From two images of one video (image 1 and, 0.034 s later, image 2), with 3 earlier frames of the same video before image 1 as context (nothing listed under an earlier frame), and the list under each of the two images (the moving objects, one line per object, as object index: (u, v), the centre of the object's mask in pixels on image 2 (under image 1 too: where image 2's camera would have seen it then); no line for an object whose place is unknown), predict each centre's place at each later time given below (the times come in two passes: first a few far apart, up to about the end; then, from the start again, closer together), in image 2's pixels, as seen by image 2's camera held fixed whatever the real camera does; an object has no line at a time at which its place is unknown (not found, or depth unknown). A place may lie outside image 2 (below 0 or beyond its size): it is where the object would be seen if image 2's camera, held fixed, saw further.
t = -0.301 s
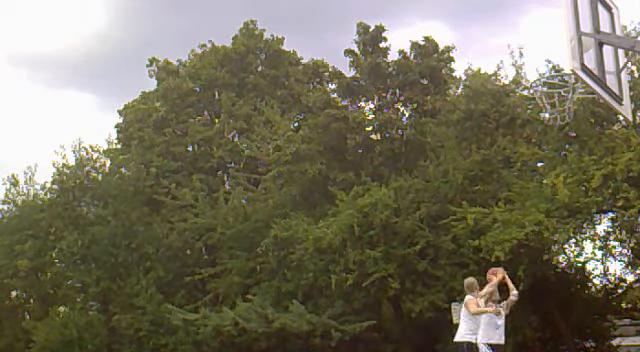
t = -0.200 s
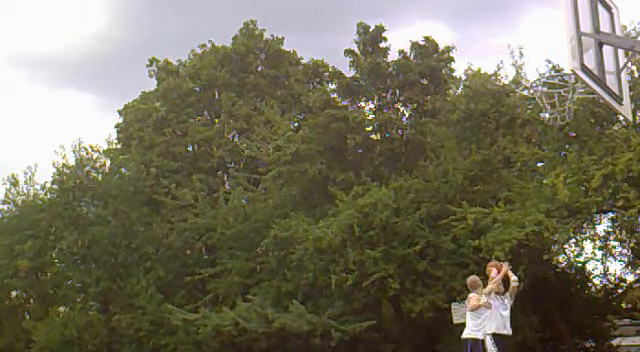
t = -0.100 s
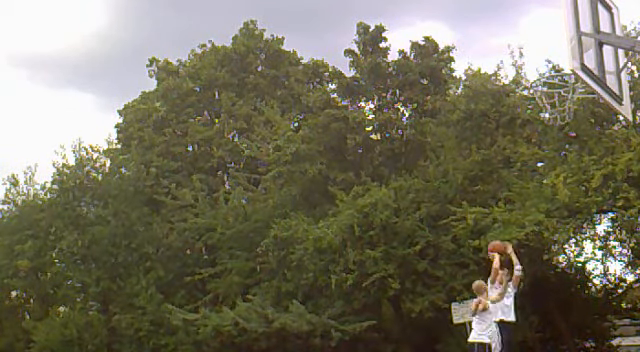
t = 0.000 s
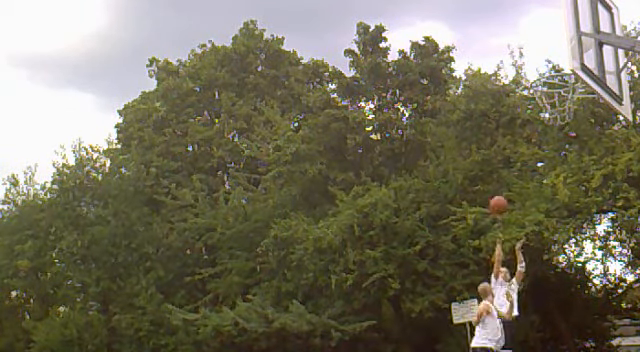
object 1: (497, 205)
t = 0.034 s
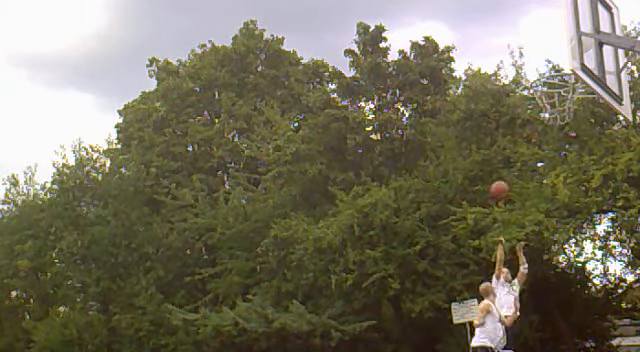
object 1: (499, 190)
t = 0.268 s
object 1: (510, 103)
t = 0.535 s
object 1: (527, 48)
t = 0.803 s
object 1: (552, 43)
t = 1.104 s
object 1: (555, 27)
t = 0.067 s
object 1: (501, 176)
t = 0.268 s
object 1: (510, 103)
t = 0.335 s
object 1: (513, 86)
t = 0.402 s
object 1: (519, 70)
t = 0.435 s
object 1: (521, 63)
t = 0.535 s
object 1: (527, 48)
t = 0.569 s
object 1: (531, 44)
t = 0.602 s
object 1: (533, 41)
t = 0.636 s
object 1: (536, 40)
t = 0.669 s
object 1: (539, 38)
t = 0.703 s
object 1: (543, 38)
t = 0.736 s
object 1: (546, 39)
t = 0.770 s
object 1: (549, 41)
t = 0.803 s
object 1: (552, 43)
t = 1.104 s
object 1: (555, 27)
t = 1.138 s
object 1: (553, 17)
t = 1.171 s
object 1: (551, 10)
